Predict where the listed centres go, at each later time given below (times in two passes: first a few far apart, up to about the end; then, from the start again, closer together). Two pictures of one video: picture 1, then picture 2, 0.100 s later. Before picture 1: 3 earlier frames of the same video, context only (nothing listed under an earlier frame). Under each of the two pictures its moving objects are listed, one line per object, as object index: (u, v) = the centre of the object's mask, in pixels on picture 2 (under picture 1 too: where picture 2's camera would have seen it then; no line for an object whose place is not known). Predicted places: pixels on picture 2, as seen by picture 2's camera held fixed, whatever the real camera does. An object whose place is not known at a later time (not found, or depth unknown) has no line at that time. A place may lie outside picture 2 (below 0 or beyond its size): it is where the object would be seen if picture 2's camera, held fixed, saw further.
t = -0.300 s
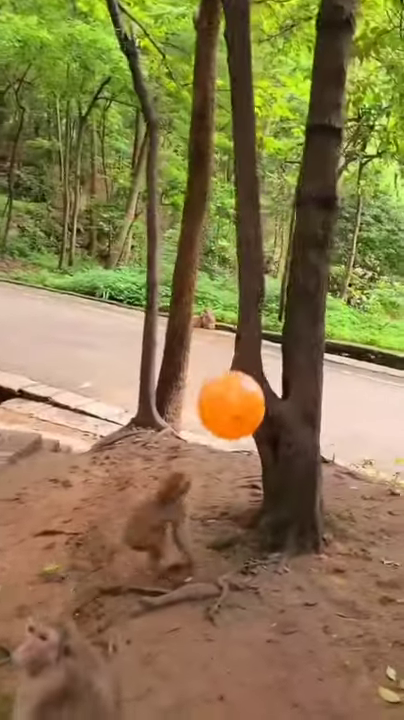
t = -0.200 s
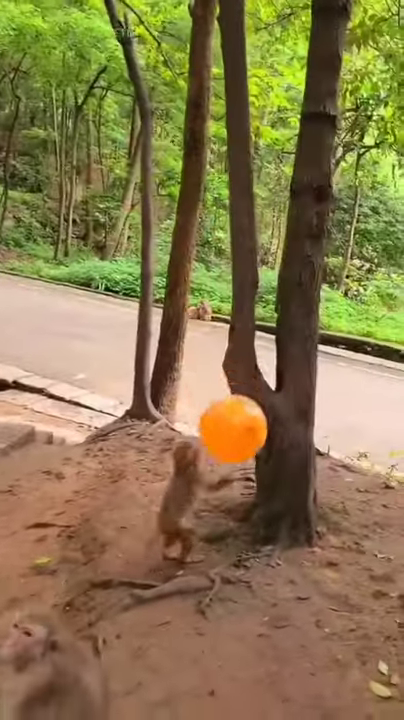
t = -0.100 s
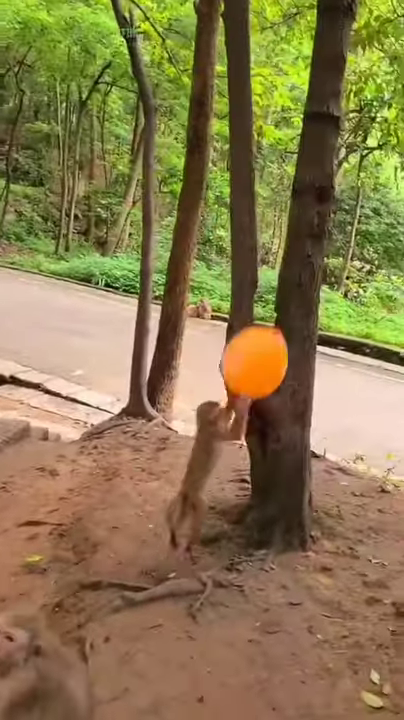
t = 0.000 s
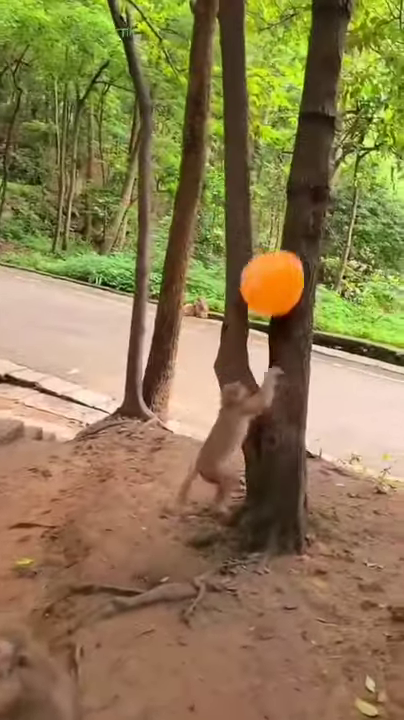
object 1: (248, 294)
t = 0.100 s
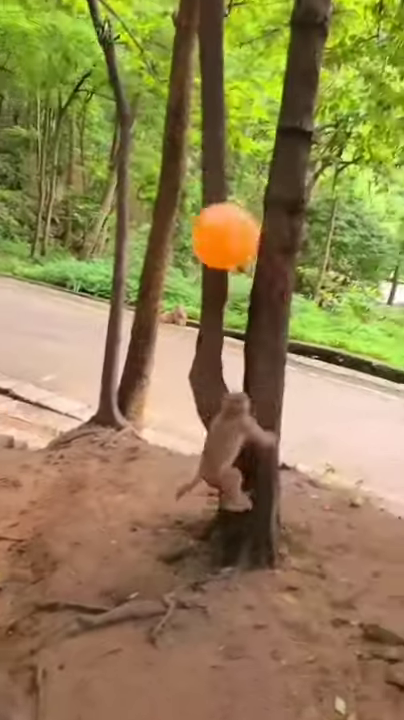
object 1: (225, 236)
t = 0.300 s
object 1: (177, 155)
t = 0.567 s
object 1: (126, 90)
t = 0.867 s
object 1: (82, 68)
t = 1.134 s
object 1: (53, 85)
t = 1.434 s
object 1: (34, 141)
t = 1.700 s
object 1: (21, 207)
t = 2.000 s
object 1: (14, 294)
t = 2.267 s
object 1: (19, 375)
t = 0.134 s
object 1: (216, 220)
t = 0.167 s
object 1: (208, 205)
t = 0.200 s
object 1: (201, 191)
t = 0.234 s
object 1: (193, 178)
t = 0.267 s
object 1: (185, 166)
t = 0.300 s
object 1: (177, 155)
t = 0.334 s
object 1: (169, 143)
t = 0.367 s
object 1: (162, 132)
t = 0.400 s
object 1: (155, 123)
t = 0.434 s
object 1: (149, 116)
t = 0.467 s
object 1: (143, 109)
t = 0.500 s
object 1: (137, 102)
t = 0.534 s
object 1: (131, 97)
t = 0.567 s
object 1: (126, 90)
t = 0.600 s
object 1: (121, 85)
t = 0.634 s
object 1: (116, 81)
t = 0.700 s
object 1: (104, 74)
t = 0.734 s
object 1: (99, 72)
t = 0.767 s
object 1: (94, 68)
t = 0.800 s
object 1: (90, 69)
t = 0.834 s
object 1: (86, 70)
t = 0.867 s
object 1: (82, 68)
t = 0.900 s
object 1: (79, 71)
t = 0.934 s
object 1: (75, 72)
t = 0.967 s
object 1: (71, 72)
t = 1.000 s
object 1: (66, 72)
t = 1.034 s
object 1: (62, 73)
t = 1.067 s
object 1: (58, 76)
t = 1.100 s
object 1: (55, 82)
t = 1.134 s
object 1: (53, 85)
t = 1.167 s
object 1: (52, 90)
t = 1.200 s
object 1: (50, 96)
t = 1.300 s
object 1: (43, 113)
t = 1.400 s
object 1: (35, 134)
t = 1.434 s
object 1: (34, 141)
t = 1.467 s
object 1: (32, 149)
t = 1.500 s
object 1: (32, 157)
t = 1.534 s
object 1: (31, 164)
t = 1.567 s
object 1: (29, 173)
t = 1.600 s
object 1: (27, 180)
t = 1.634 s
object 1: (24, 188)
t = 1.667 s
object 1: (23, 198)
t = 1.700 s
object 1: (21, 207)
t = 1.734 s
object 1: (20, 217)
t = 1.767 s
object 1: (19, 227)
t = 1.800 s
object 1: (18, 237)
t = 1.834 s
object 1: (17, 246)
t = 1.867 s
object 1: (20, 257)
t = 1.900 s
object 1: (17, 266)
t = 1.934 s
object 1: (21, 276)
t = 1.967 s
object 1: (18, 286)
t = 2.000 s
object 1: (14, 294)
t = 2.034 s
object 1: (18, 305)
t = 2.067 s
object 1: (14, 315)
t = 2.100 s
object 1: (15, 324)
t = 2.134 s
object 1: (15, 333)
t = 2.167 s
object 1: (16, 344)
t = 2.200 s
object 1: (17, 354)
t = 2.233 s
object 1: (18, 364)
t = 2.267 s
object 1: (19, 375)
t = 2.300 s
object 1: (20, 385)
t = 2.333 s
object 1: (21, 395)
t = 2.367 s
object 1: (24, 405)
